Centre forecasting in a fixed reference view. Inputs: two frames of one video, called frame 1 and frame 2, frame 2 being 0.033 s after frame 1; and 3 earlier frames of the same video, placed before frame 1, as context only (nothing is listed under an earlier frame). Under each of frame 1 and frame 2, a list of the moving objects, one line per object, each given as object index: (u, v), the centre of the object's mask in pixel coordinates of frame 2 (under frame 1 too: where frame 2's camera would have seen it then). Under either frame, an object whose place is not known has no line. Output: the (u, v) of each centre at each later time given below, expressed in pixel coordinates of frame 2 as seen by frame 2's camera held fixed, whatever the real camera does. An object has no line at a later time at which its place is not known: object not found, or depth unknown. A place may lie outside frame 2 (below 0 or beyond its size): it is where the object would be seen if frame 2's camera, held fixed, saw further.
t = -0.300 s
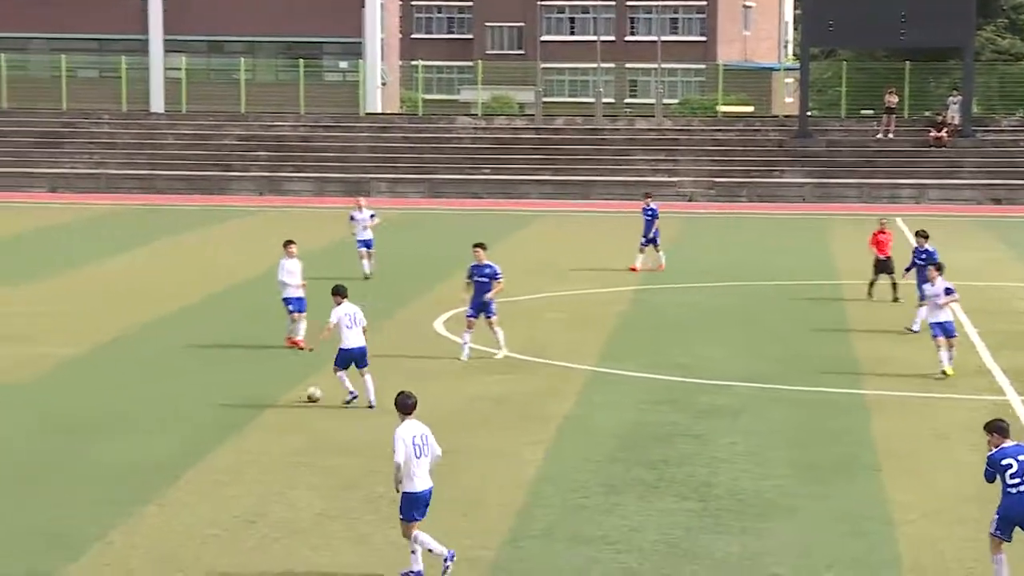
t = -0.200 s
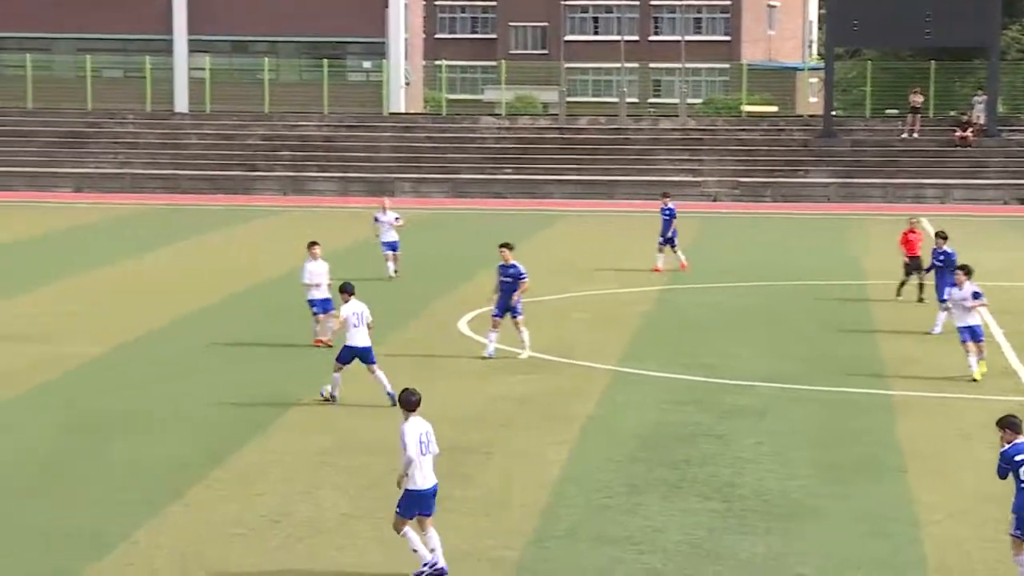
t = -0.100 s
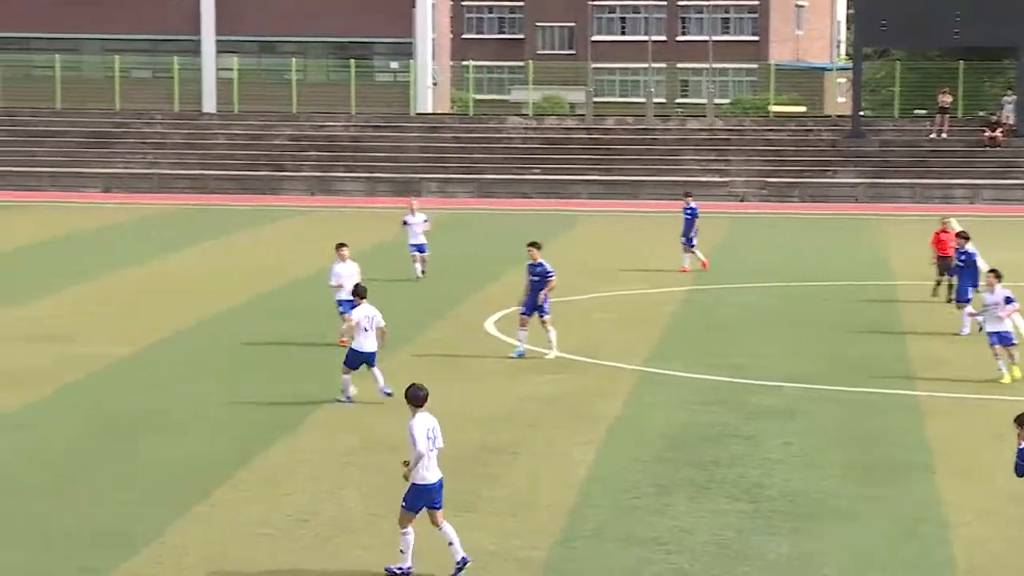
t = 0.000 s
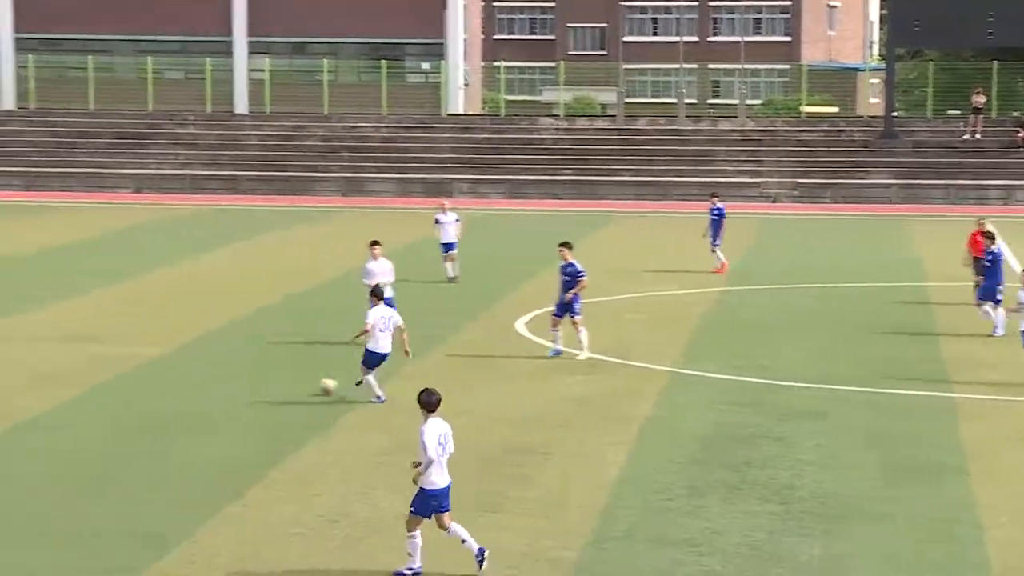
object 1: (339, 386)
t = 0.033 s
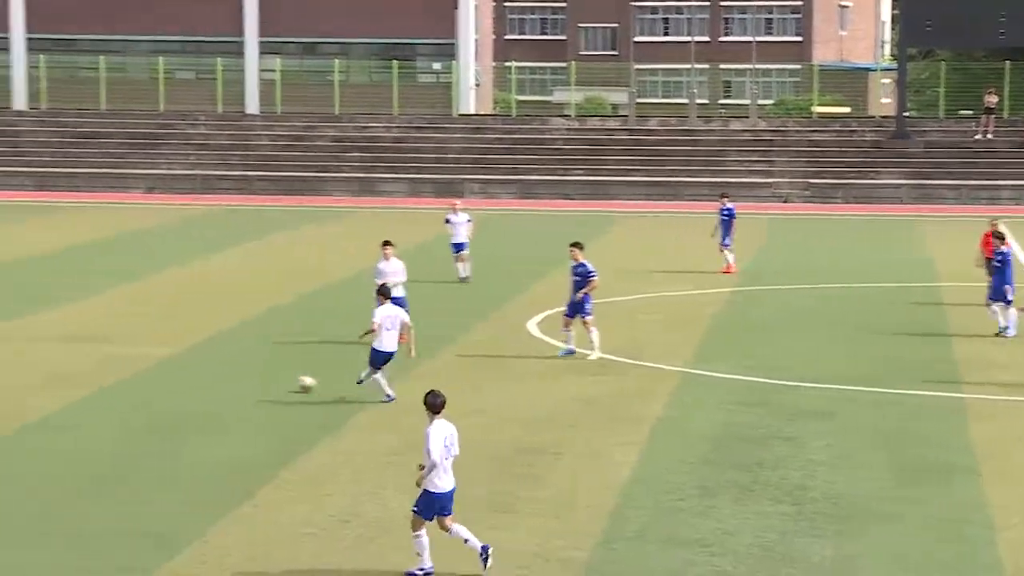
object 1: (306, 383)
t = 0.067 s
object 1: (274, 382)
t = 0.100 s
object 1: (244, 379)
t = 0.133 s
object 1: (215, 375)
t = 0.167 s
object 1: (186, 373)
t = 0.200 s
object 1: (158, 373)
